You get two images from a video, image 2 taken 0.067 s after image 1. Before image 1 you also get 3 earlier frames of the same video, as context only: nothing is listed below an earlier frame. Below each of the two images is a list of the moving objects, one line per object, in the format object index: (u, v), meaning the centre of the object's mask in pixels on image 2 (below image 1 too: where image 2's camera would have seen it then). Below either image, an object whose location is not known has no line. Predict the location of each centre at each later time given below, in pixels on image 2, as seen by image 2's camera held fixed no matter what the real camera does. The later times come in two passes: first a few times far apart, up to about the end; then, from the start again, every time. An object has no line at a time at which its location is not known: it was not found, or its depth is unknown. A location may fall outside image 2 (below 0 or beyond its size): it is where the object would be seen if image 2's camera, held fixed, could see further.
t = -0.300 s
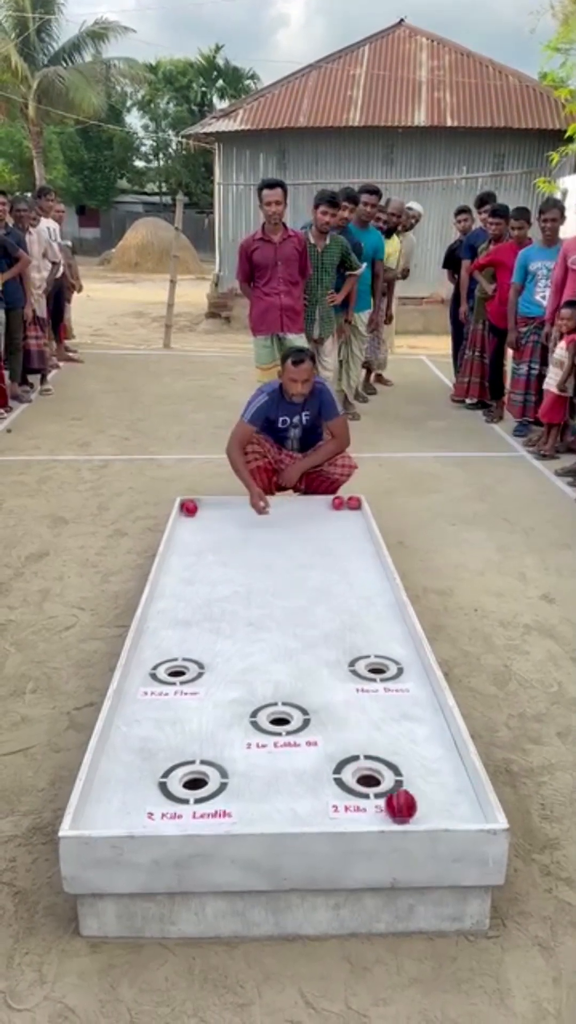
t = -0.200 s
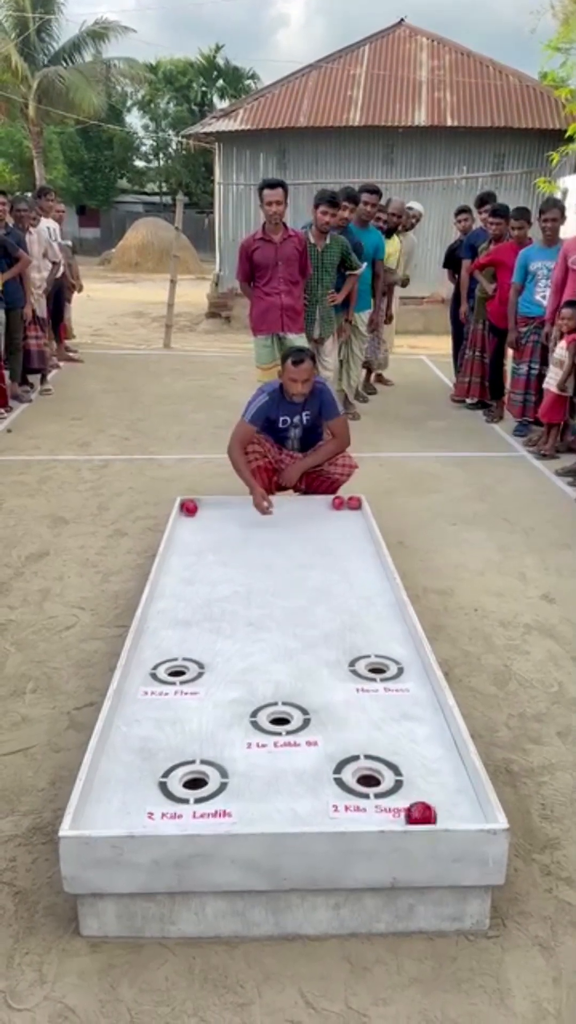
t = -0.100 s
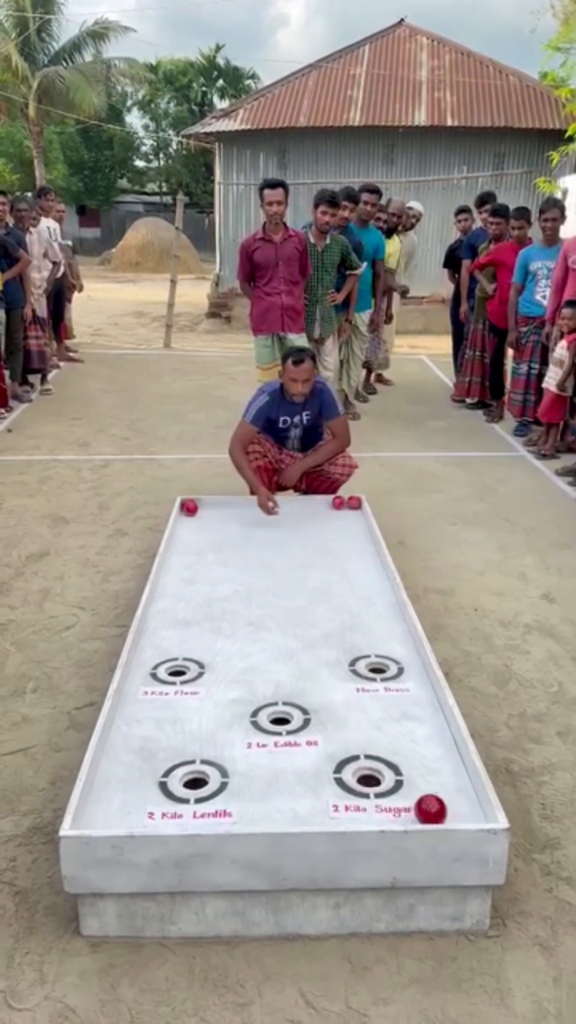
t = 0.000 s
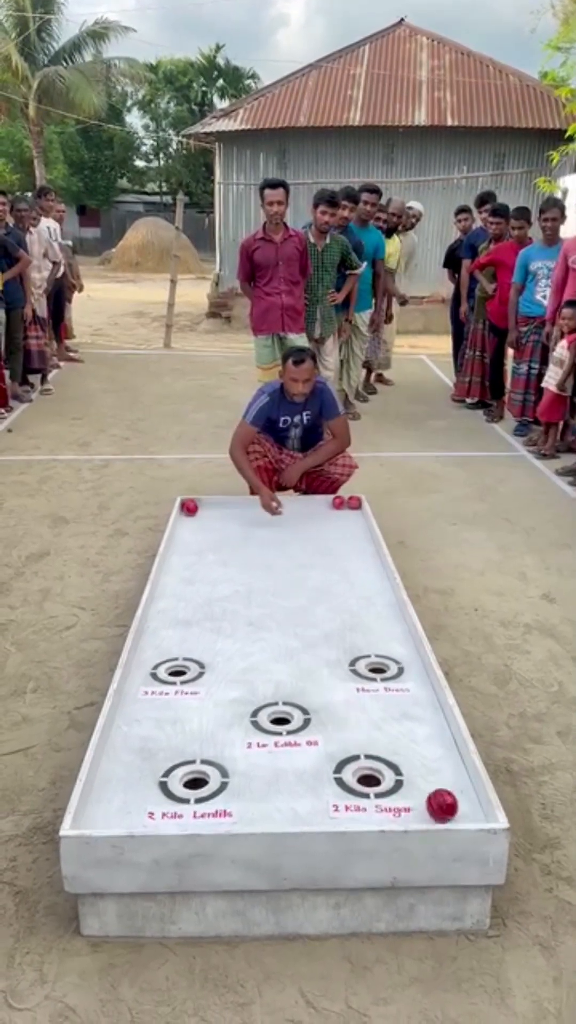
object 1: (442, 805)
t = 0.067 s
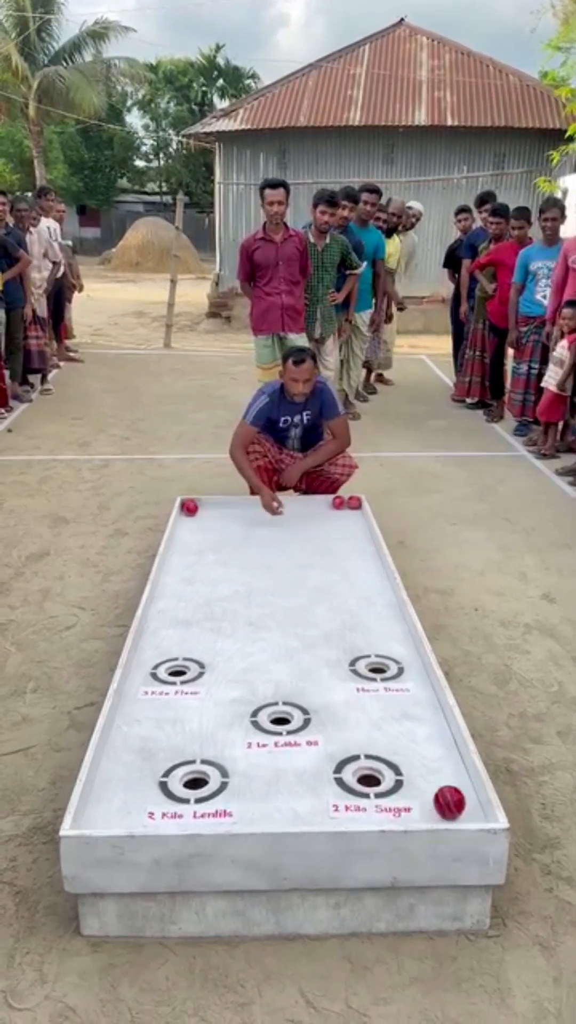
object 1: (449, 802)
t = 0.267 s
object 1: (464, 790)
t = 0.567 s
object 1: (445, 772)
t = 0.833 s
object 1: (427, 755)
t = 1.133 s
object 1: (408, 734)
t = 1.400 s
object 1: (391, 714)
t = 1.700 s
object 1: (373, 691)
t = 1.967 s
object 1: (358, 671)
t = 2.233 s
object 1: (344, 650)
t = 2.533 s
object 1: (328, 628)
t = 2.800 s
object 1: (314, 610)
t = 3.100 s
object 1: (300, 590)
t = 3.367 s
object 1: (287, 574)
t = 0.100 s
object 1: (453, 800)
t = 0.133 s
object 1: (457, 798)
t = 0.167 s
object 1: (460, 796)
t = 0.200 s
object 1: (463, 794)
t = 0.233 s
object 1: (467, 792)
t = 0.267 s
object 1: (464, 790)
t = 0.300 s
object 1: (462, 788)
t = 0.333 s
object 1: (460, 786)
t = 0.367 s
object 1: (458, 785)
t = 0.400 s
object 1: (456, 782)
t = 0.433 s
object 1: (454, 781)
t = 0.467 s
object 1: (452, 779)
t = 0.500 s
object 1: (450, 777)
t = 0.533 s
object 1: (447, 774)
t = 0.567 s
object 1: (445, 772)
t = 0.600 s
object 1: (443, 770)
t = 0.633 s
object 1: (441, 768)
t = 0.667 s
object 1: (438, 766)
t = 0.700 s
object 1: (436, 764)
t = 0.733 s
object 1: (434, 762)
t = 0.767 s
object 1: (432, 760)
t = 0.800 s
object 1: (429, 757)
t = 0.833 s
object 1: (427, 755)
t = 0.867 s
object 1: (425, 753)
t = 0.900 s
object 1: (423, 750)
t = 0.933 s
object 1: (420, 748)
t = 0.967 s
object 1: (418, 745)
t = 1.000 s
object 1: (417, 743)
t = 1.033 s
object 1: (414, 741)
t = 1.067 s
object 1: (412, 739)
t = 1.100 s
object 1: (410, 736)
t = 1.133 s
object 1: (408, 734)
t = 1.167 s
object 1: (406, 731)
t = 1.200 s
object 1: (404, 729)
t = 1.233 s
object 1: (402, 726)
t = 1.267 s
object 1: (399, 724)
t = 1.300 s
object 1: (397, 721)
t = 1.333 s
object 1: (395, 719)
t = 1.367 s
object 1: (393, 716)
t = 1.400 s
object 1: (391, 714)
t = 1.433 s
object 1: (389, 711)
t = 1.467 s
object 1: (387, 709)
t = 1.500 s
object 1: (385, 707)
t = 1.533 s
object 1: (383, 704)
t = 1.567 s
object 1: (381, 701)
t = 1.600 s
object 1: (379, 698)
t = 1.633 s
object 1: (377, 696)
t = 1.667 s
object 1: (375, 694)
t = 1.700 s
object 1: (373, 691)
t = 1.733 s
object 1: (371, 688)
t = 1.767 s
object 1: (369, 686)
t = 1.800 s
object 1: (367, 683)
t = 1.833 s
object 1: (366, 681)
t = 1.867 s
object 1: (364, 679)
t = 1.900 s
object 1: (362, 677)
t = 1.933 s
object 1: (360, 673)
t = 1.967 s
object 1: (358, 671)
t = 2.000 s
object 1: (356, 669)
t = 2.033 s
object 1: (355, 665)
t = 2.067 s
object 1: (352, 663)
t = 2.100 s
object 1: (351, 660)
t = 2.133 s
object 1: (348, 658)
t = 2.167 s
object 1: (347, 655)
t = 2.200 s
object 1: (346, 653)
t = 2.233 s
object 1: (344, 650)
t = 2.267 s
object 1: (342, 647)
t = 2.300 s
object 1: (340, 645)
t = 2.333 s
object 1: (338, 643)
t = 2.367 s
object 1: (336, 640)
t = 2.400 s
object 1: (334, 638)
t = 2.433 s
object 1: (333, 635)
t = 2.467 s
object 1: (331, 633)
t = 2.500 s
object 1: (329, 631)
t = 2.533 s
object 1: (328, 628)
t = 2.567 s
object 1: (326, 626)
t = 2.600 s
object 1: (324, 624)
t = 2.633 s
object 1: (323, 621)
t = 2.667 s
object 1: (321, 619)
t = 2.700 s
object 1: (319, 617)
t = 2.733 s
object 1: (317, 614)
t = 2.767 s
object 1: (316, 612)
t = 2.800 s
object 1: (314, 610)
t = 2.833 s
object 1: (313, 608)
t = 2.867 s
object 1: (311, 605)
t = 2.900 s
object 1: (309, 603)
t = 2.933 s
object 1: (308, 601)
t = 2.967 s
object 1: (306, 599)
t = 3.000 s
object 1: (304, 597)
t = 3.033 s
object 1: (303, 594)
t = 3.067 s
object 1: (301, 592)
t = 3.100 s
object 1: (300, 590)
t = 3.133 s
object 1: (298, 588)
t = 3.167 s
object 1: (296, 586)
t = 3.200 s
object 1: (295, 584)
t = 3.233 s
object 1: (293, 581)
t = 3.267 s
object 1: (292, 580)
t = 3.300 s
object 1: (290, 578)
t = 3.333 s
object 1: (288, 575)
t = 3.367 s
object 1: (287, 574)
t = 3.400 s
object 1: (285, 572)
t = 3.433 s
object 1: (284, 570)
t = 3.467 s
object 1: (282, 568)
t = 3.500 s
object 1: (281, 566)
